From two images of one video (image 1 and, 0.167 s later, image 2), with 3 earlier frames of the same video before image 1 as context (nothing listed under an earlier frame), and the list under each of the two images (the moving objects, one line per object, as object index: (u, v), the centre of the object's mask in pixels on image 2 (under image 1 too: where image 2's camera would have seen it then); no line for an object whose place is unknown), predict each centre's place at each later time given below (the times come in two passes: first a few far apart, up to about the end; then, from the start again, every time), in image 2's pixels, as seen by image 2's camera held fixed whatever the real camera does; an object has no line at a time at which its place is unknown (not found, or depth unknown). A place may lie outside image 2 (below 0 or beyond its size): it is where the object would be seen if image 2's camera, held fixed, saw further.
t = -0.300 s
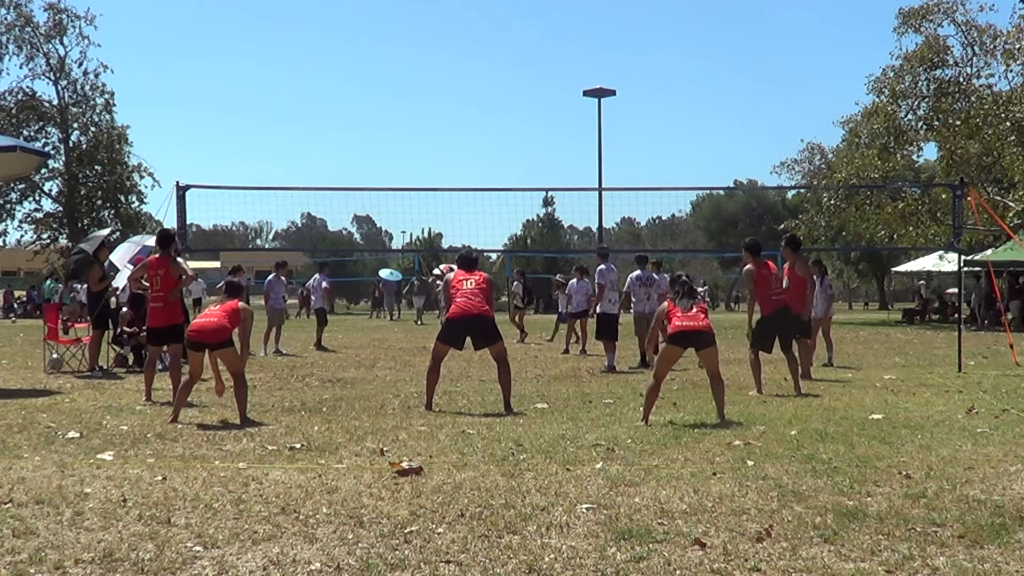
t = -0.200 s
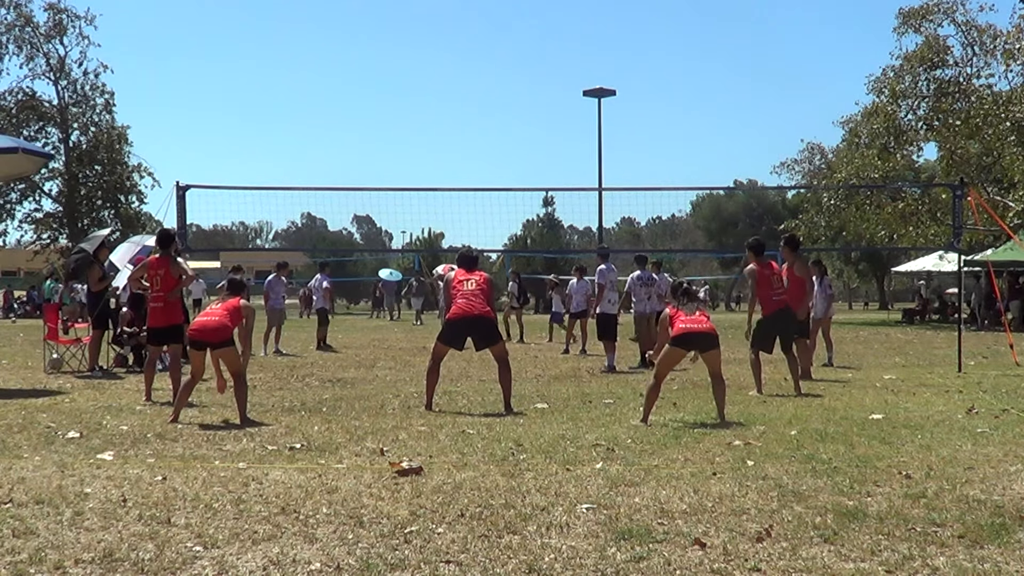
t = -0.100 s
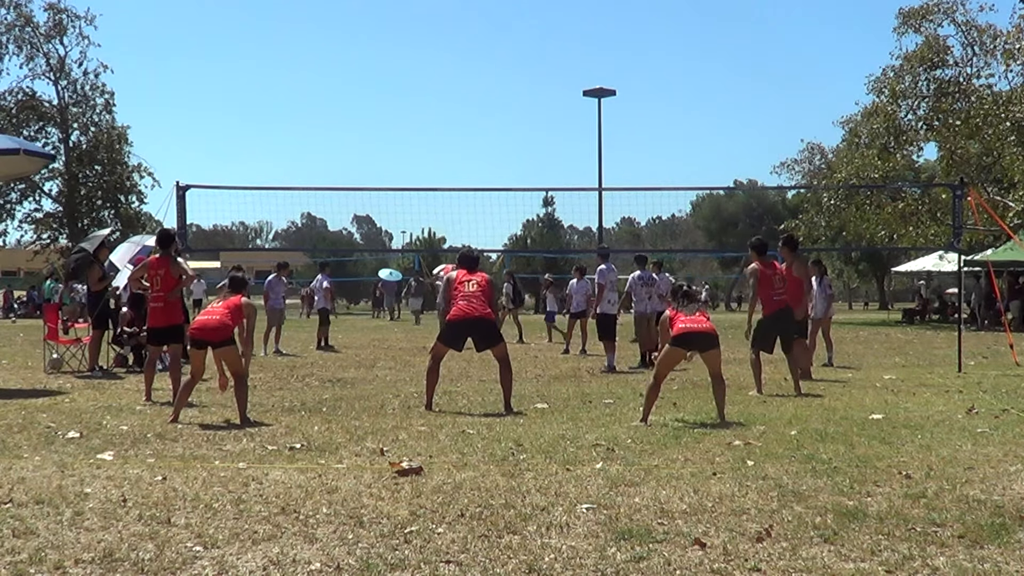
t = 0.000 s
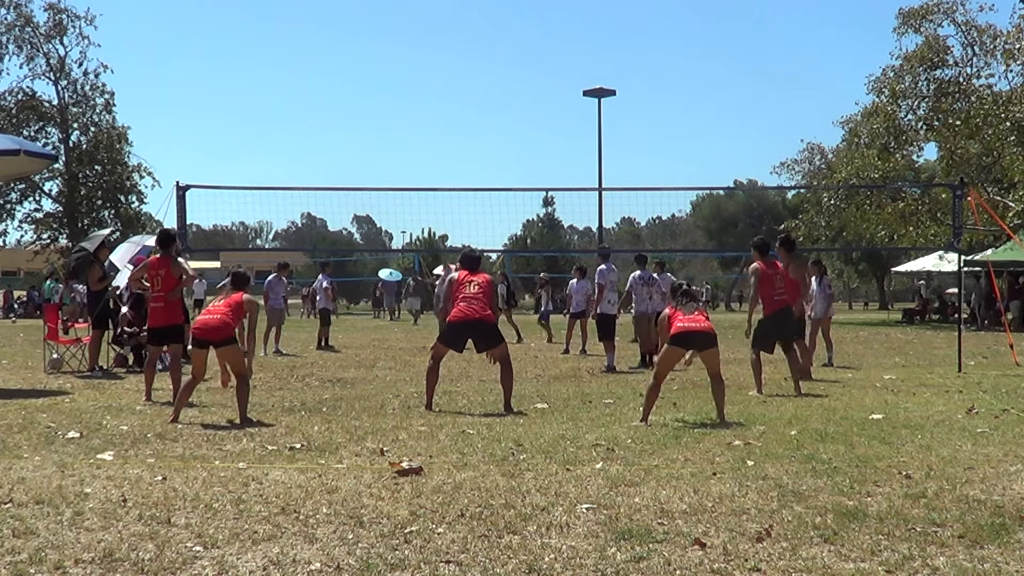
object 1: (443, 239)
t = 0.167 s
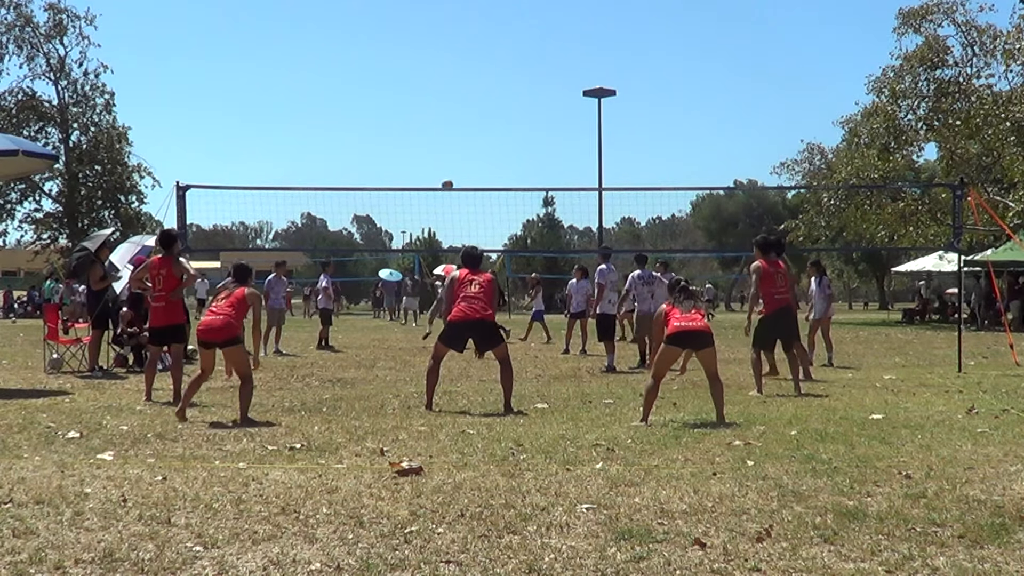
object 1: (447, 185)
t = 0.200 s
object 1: (448, 175)
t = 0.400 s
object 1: (452, 119)
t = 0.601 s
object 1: (456, 73)
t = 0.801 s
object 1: (461, 45)
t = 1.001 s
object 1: (468, 47)
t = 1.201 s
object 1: (474, 98)
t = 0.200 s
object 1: (448, 175)
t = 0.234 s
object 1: (449, 165)
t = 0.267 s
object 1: (449, 155)
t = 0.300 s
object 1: (450, 146)
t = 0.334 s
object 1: (450, 137)
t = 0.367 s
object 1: (451, 127)
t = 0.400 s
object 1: (452, 119)
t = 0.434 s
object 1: (453, 110)
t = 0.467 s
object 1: (454, 102)
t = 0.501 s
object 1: (454, 94)
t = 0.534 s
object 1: (455, 86)
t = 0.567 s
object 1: (456, 79)
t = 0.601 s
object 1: (456, 73)
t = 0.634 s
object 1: (456, 66)
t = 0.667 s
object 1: (457, 61)
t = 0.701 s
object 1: (457, 55)
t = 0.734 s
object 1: (458, 51)
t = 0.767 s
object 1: (460, 48)
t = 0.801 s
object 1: (461, 45)
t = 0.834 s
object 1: (462, 43)
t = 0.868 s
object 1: (463, 41)
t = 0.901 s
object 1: (464, 41)
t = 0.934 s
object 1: (465, 42)
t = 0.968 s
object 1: (467, 43)
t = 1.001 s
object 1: (468, 47)
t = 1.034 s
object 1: (470, 51)
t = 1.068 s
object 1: (471, 57)
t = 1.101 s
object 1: (473, 65)
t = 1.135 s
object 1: (473, 74)
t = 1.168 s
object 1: (474, 85)
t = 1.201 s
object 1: (474, 98)
